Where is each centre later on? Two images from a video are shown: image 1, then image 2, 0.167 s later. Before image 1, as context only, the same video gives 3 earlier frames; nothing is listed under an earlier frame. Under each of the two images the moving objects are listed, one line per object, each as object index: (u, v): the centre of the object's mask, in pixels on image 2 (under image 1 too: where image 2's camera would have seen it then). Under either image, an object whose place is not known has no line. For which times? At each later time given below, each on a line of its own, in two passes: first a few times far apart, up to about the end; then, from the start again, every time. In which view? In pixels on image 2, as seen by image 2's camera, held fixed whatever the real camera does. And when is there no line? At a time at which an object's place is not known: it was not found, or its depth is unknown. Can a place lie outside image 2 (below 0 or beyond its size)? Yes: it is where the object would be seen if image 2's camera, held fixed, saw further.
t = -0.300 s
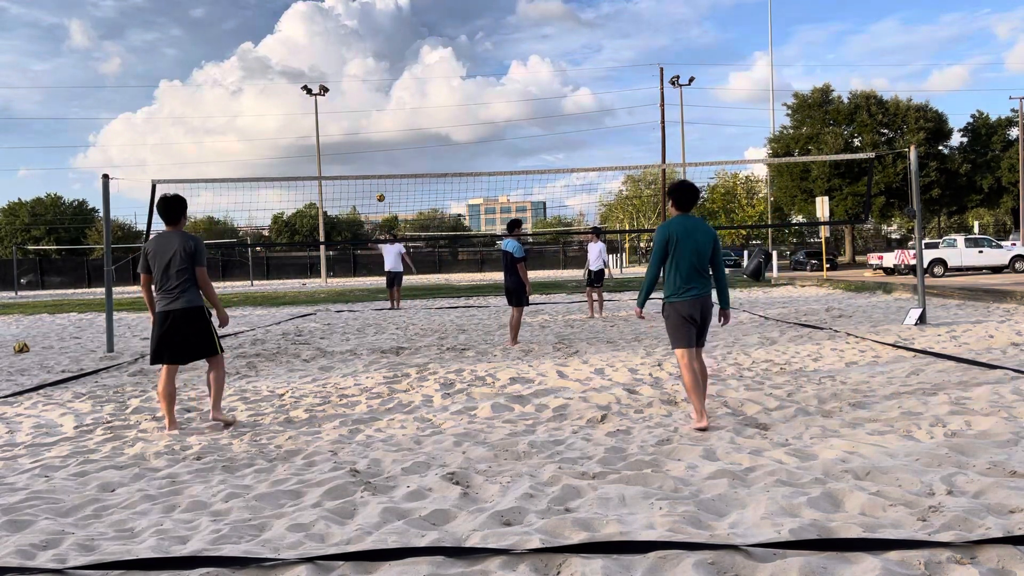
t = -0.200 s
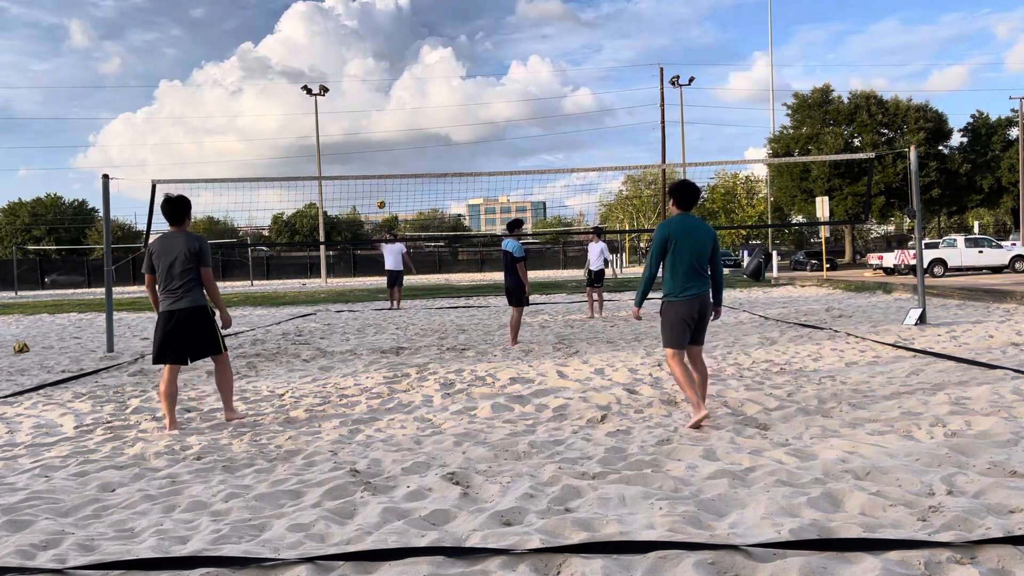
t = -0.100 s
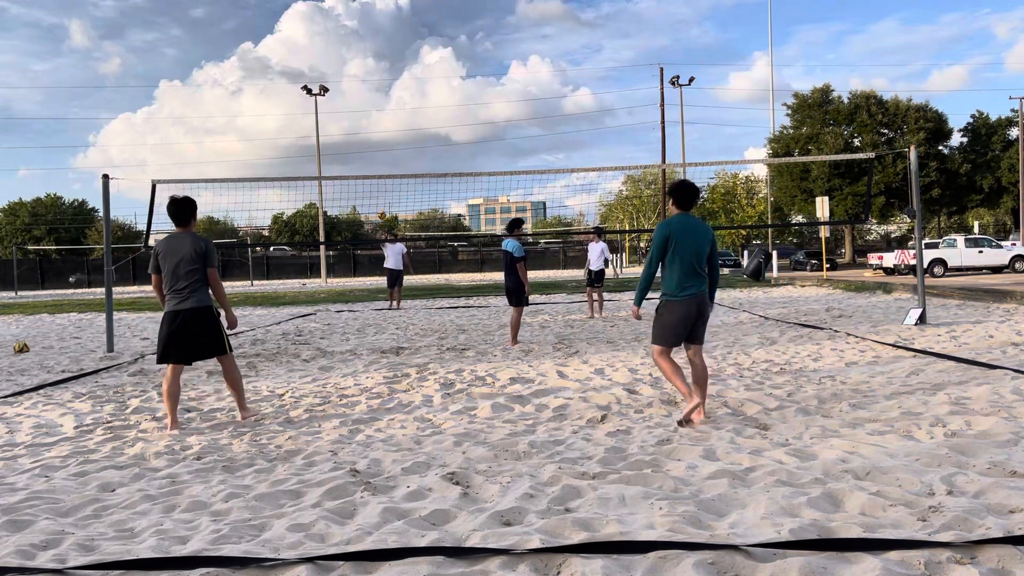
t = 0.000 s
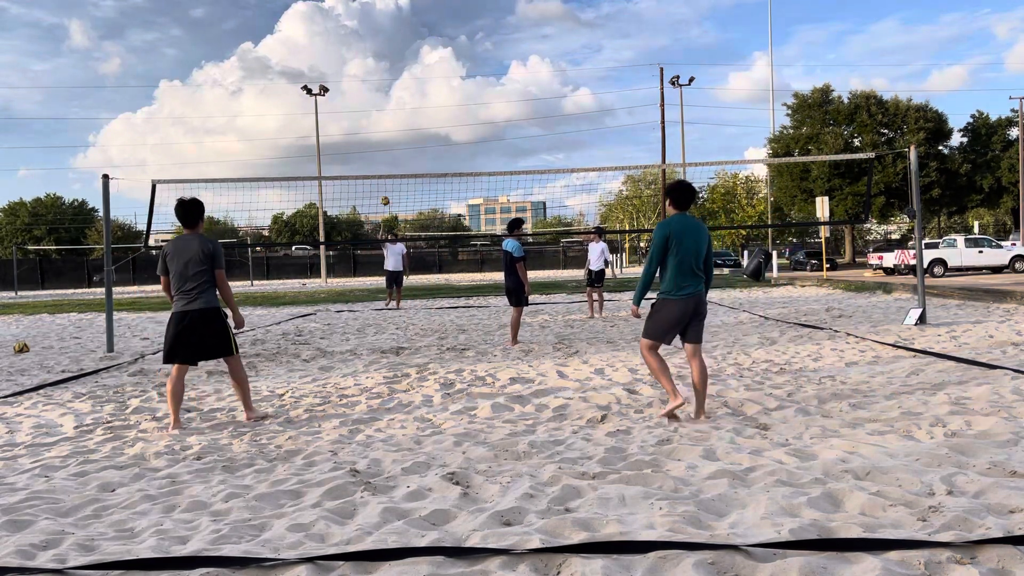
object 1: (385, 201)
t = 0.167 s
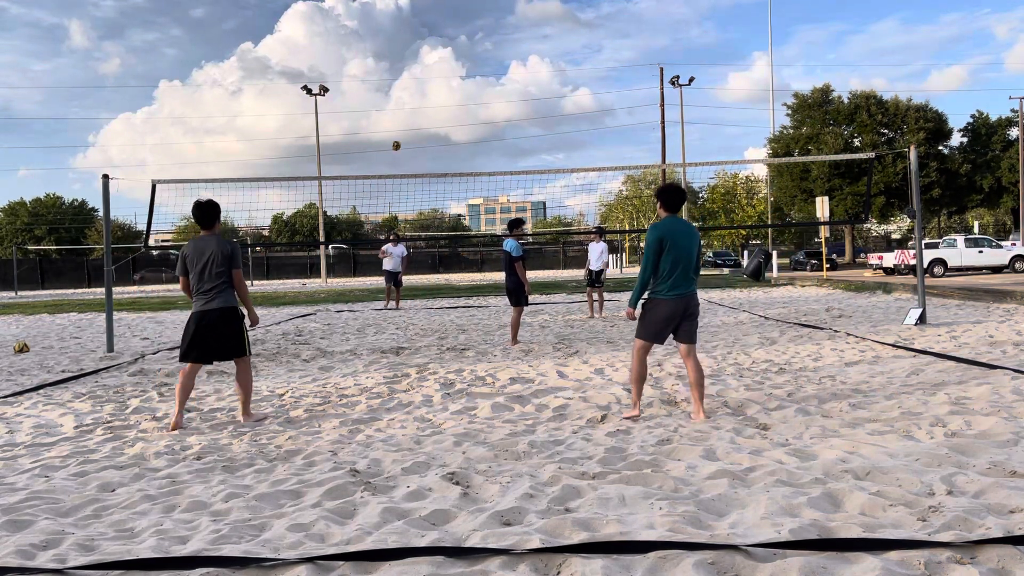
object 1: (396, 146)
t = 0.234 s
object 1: (401, 125)
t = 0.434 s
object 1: (420, 70)
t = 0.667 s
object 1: (449, 24)
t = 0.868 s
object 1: (479, 7)
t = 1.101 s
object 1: (519, 27)
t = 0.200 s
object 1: (398, 135)
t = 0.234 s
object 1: (401, 125)
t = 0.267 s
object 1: (404, 115)
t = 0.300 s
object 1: (406, 106)
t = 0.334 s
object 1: (409, 96)
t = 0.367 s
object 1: (413, 87)
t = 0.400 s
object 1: (416, 79)
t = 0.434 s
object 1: (420, 70)
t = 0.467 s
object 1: (424, 62)
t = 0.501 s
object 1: (428, 54)
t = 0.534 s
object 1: (432, 47)
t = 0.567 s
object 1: (436, 40)
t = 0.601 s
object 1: (440, 34)
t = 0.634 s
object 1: (444, 29)
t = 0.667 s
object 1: (449, 24)
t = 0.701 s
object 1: (454, 20)
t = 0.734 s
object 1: (458, 16)
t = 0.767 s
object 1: (463, 12)
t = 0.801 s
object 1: (468, 10)
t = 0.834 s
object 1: (473, 8)
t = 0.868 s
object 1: (479, 7)
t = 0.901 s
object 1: (484, 7)
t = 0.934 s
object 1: (489, 8)
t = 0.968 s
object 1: (495, 10)
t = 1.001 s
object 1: (501, 13)
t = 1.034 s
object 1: (507, 17)
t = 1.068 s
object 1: (513, 22)
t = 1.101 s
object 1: (519, 27)
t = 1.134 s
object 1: (525, 34)
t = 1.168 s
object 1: (532, 42)
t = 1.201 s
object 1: (539, 52)
